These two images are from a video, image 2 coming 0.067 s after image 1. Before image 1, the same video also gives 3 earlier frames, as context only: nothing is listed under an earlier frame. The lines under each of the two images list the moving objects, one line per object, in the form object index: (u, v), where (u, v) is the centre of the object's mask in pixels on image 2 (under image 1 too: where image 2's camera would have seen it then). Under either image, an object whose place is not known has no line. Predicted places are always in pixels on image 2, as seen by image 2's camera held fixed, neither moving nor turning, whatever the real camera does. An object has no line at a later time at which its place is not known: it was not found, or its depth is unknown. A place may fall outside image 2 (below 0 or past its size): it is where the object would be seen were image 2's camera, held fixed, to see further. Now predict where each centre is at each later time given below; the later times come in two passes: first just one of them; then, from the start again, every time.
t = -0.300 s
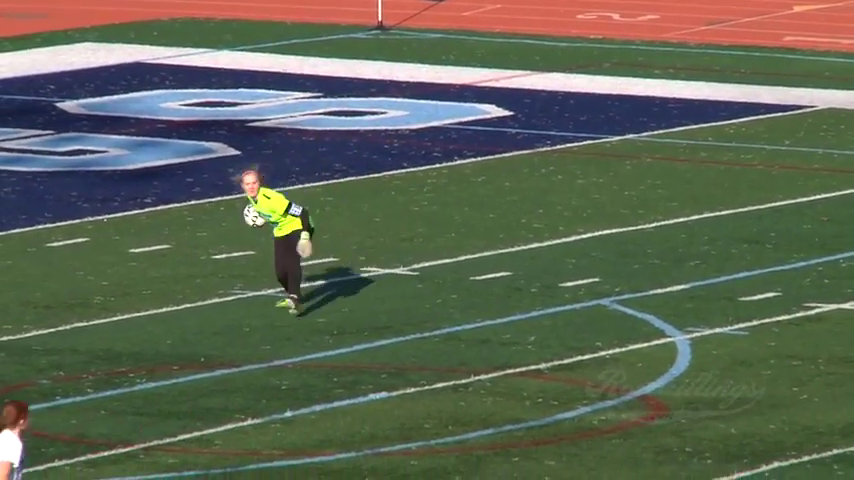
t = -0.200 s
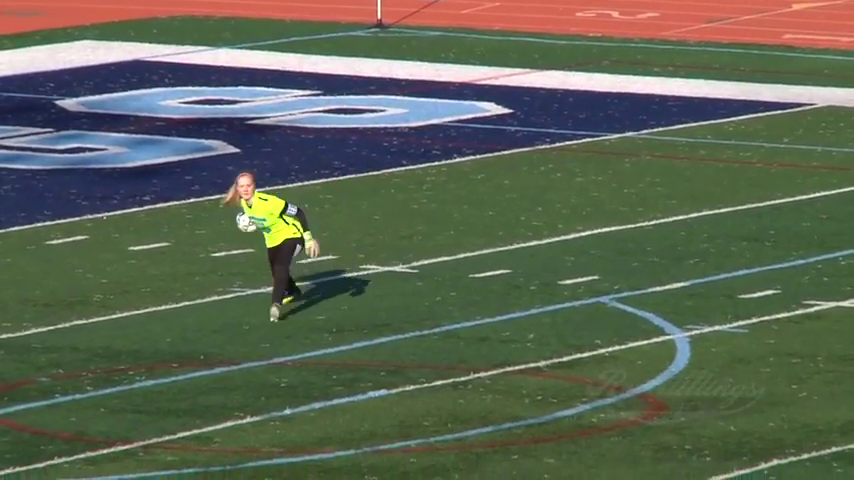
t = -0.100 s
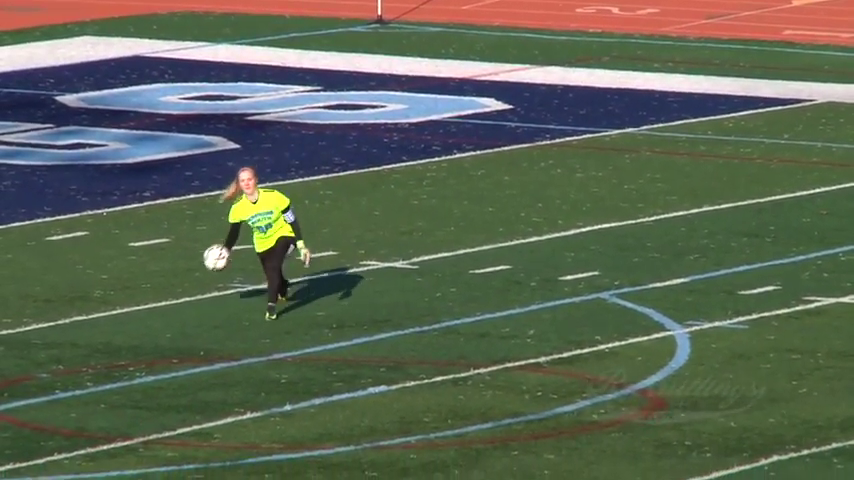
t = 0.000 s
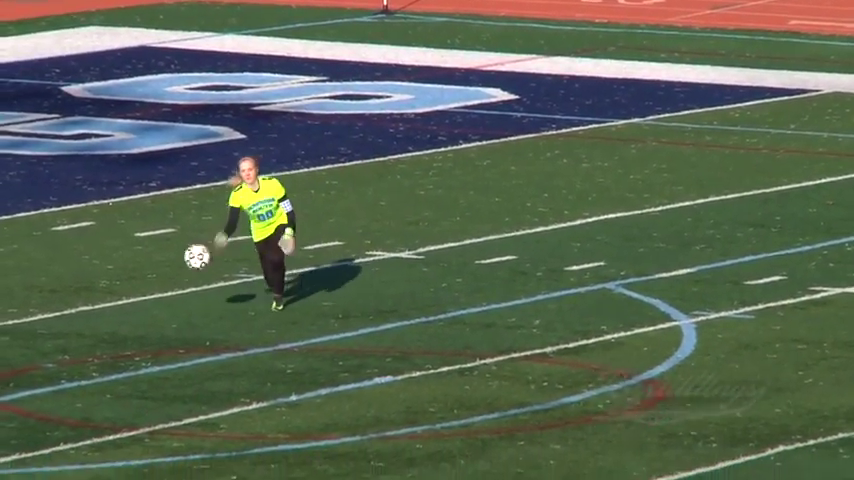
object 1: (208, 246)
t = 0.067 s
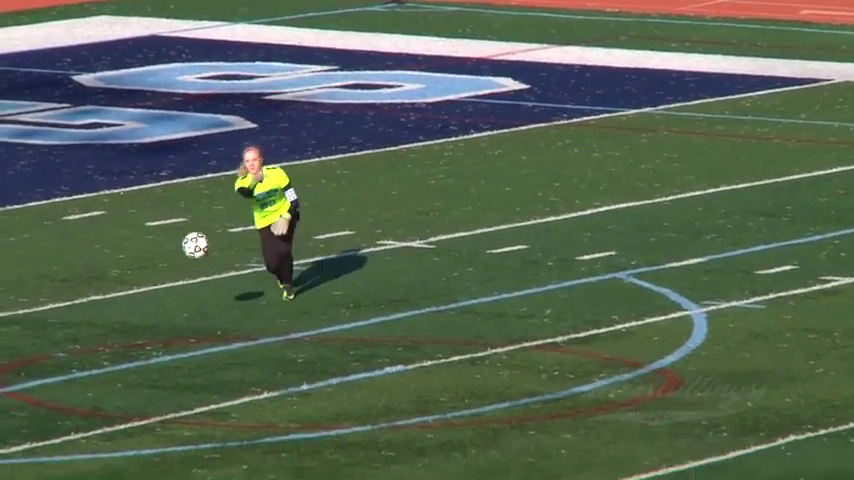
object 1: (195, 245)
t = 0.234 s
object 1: (159, 268)
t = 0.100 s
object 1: (188, 247)
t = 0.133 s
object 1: (181, 249)
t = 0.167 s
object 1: (174, 254)
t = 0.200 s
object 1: (166, 260)
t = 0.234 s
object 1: (159, 268)
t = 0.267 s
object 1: (151, 277)
